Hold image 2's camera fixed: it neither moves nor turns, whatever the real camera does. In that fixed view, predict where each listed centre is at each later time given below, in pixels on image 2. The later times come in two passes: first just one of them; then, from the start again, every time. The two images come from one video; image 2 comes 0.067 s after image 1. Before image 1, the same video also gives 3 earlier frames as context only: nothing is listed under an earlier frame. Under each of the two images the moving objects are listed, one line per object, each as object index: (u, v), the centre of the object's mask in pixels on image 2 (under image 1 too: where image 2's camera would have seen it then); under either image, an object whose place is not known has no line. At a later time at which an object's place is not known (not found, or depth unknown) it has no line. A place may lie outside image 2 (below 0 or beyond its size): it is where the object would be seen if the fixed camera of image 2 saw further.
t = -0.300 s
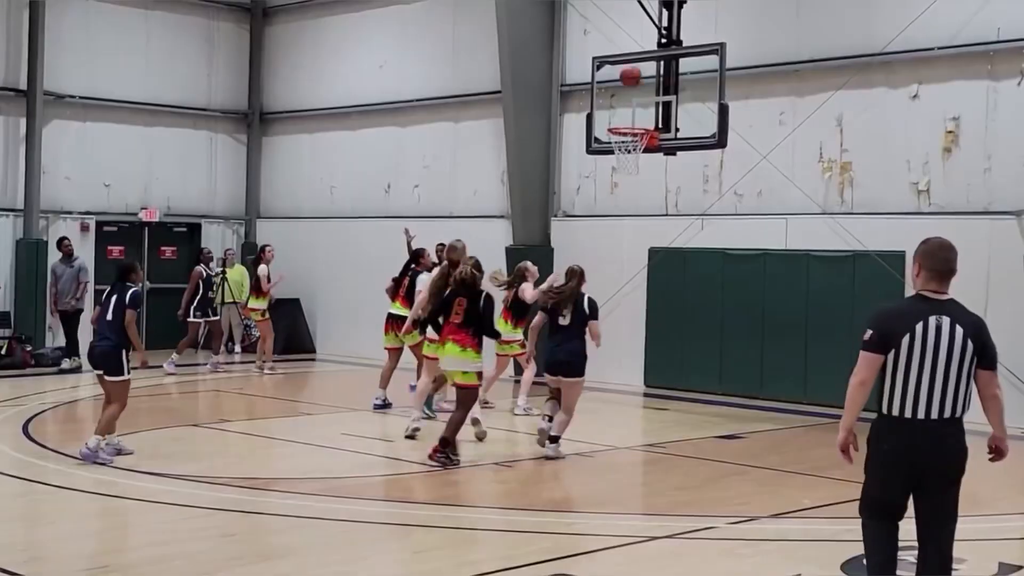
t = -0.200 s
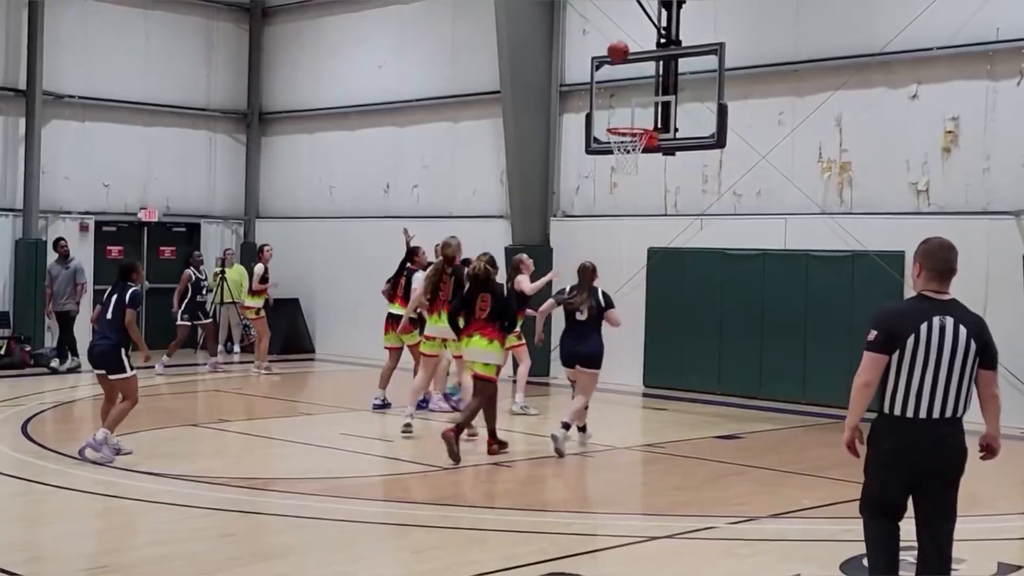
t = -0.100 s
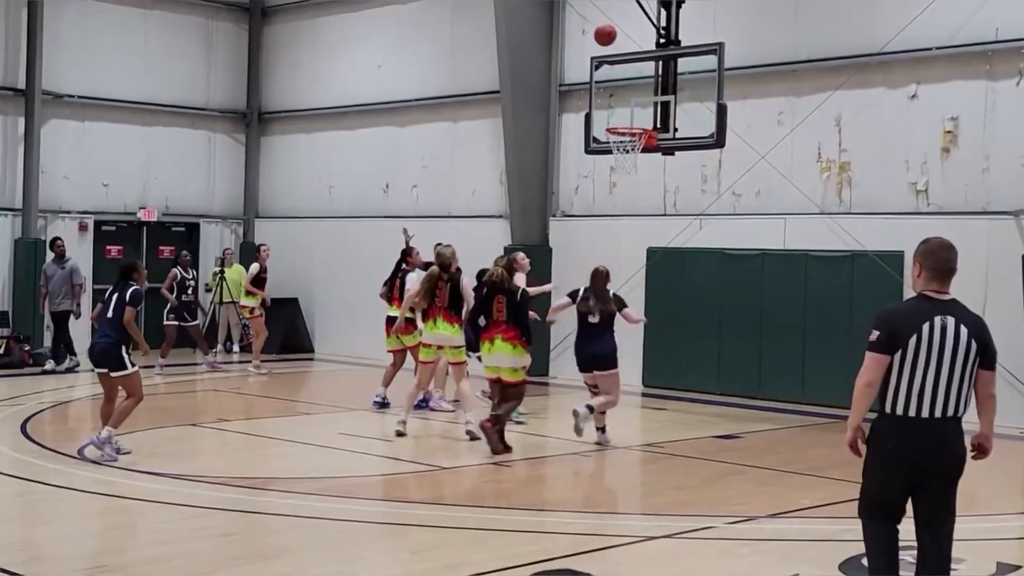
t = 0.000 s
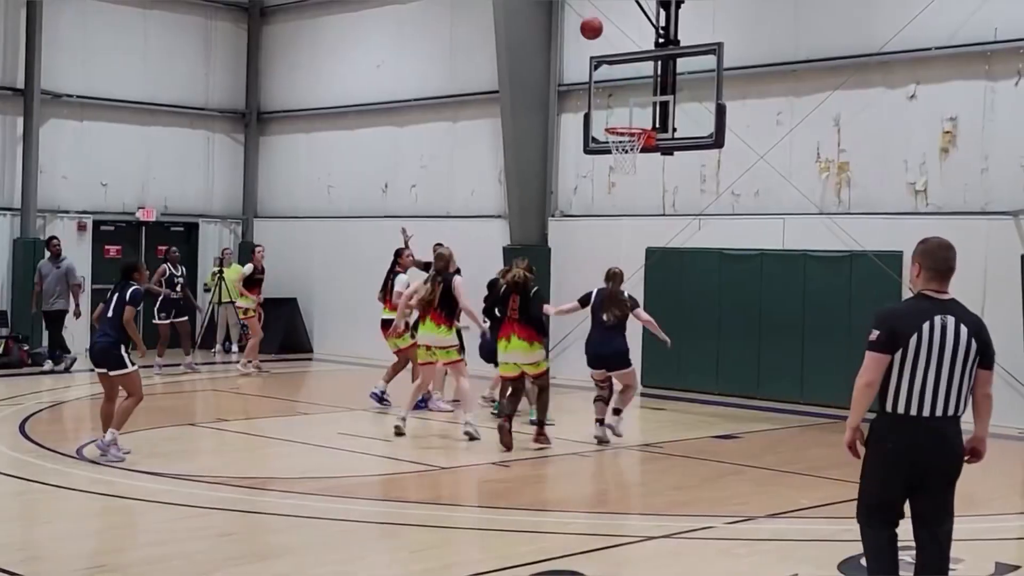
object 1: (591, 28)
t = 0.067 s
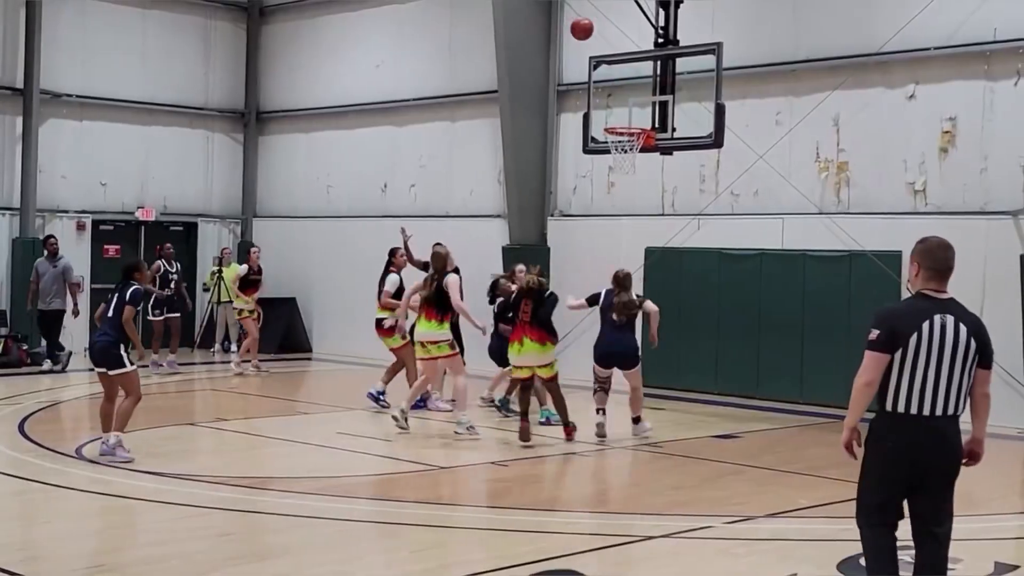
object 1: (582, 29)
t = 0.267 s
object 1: (553, 58)
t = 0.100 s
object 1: (577, 31)
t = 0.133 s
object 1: (572, 34)
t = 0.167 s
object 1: (568, 39)
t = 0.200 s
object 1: (563, 44)
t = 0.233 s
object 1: (558, 50)
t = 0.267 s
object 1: (553, 58)
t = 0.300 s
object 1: (547, 68)
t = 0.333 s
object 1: (543, 78)
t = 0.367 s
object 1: (537, 90)
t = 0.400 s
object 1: (532, 104)
